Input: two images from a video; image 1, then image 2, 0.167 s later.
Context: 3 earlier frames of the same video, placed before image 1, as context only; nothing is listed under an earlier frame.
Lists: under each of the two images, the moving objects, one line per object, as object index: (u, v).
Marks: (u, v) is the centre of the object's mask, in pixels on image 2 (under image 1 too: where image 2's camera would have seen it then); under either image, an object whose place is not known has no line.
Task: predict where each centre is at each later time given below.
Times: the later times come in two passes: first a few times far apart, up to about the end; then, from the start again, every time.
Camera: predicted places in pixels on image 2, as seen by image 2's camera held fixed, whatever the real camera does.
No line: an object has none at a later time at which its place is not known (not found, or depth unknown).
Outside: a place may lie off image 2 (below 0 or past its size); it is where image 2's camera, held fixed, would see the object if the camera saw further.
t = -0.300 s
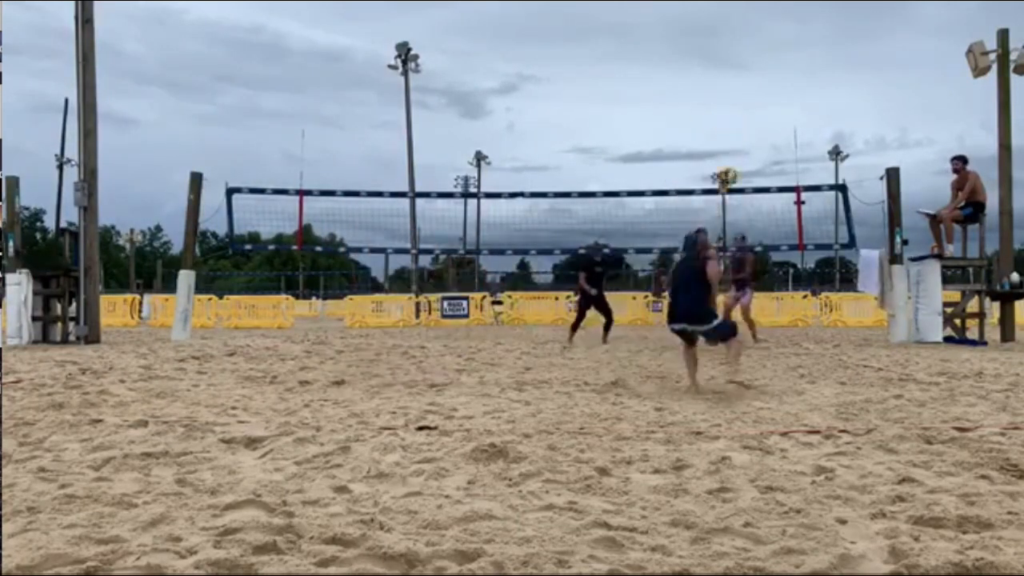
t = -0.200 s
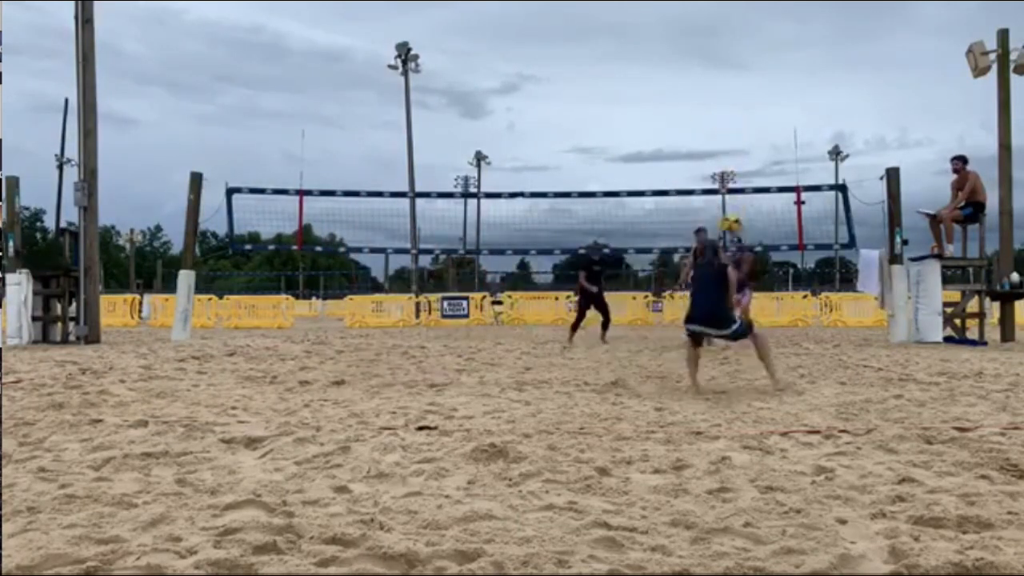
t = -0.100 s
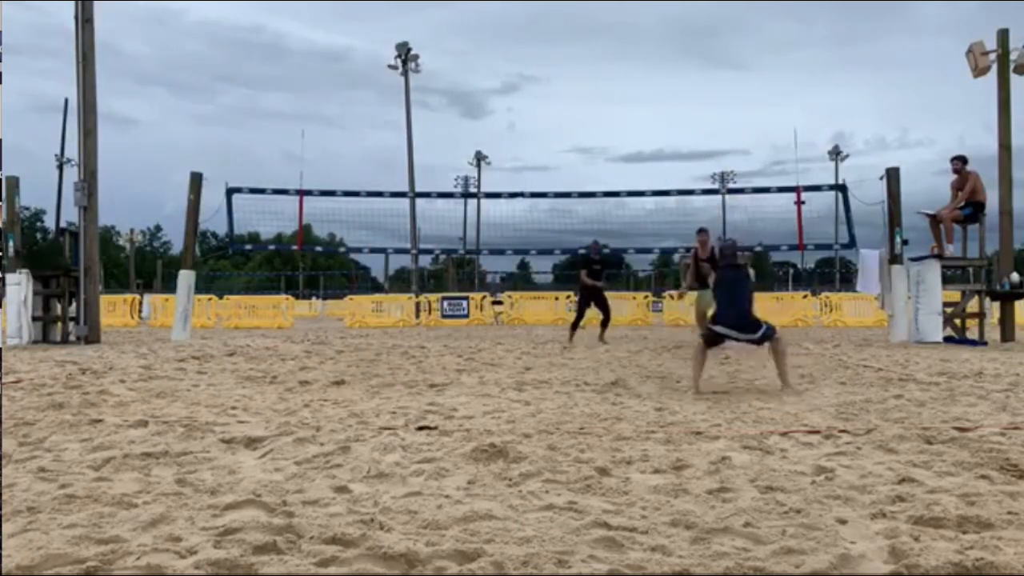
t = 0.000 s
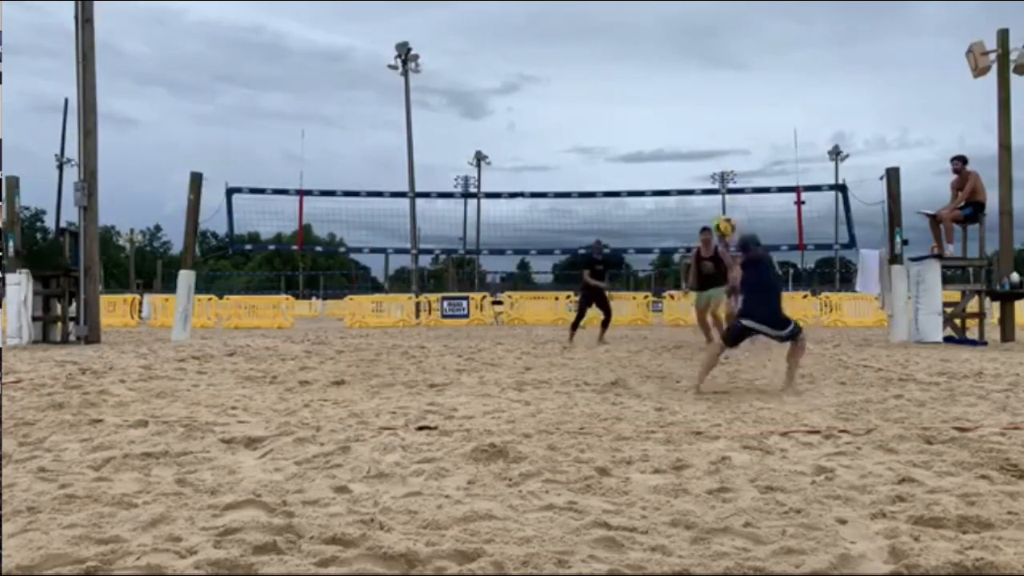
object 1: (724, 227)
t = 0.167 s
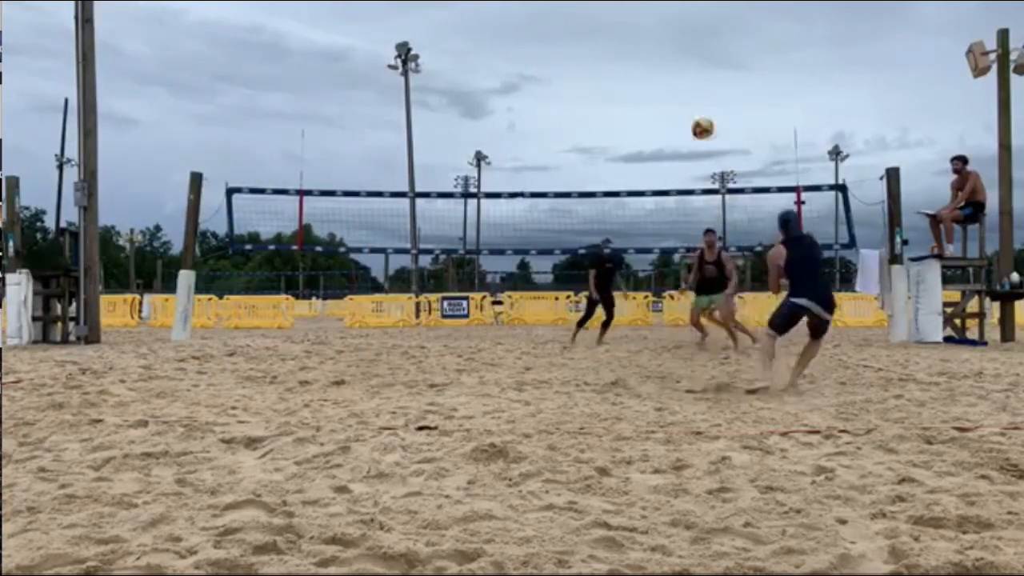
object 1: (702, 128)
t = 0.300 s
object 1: (686, 75)
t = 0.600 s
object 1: (653, 24)
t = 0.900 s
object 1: (624, 57)
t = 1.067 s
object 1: (610, 106)
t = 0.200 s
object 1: (698, 113)
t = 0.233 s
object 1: (694, 99)
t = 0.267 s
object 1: (690, 86)
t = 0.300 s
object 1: (686, 75)
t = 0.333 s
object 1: (682, 65)
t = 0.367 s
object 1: (679, 56)
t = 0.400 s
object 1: (674, 48)
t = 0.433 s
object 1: (671, 41)
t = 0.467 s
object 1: (667, 35)
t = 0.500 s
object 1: (663, 31)
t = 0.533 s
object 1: (660, 28)
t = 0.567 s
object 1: (657, 25)
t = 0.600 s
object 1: (653, 24)
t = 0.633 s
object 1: (650, 24)
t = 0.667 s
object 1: (646, 25)
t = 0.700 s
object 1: (643, 27)
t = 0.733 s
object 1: (640, 29)
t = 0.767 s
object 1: (637, 33)
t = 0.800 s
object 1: (634, 38)
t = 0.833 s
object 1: (630, 43)
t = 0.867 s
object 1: (627, 50)
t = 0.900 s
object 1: (624, 57)
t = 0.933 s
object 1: (621, 65)
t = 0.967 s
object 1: (619, 74)
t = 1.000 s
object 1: (616, 84)
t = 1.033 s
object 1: (612, 94)
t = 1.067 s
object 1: (610, 106)
